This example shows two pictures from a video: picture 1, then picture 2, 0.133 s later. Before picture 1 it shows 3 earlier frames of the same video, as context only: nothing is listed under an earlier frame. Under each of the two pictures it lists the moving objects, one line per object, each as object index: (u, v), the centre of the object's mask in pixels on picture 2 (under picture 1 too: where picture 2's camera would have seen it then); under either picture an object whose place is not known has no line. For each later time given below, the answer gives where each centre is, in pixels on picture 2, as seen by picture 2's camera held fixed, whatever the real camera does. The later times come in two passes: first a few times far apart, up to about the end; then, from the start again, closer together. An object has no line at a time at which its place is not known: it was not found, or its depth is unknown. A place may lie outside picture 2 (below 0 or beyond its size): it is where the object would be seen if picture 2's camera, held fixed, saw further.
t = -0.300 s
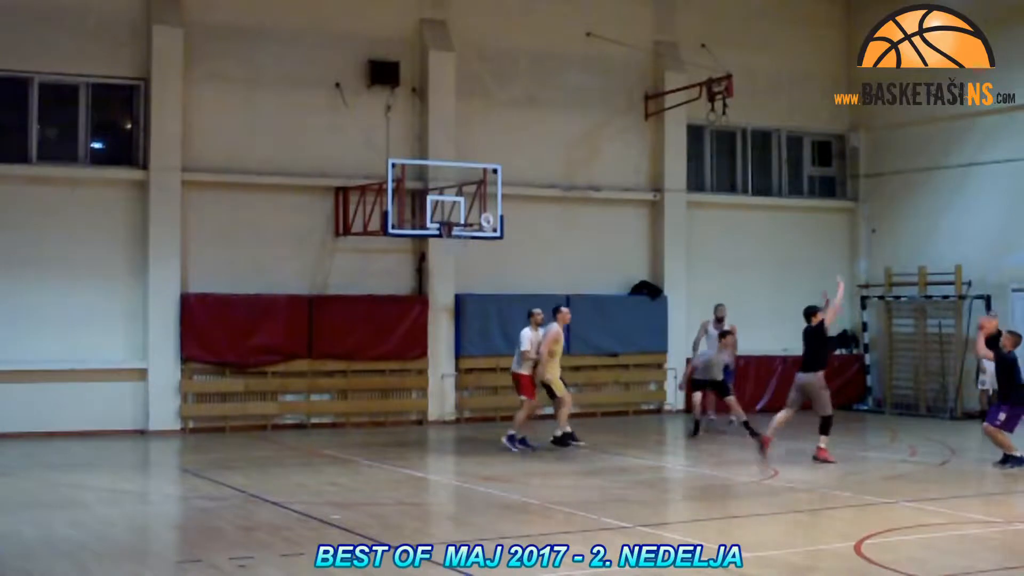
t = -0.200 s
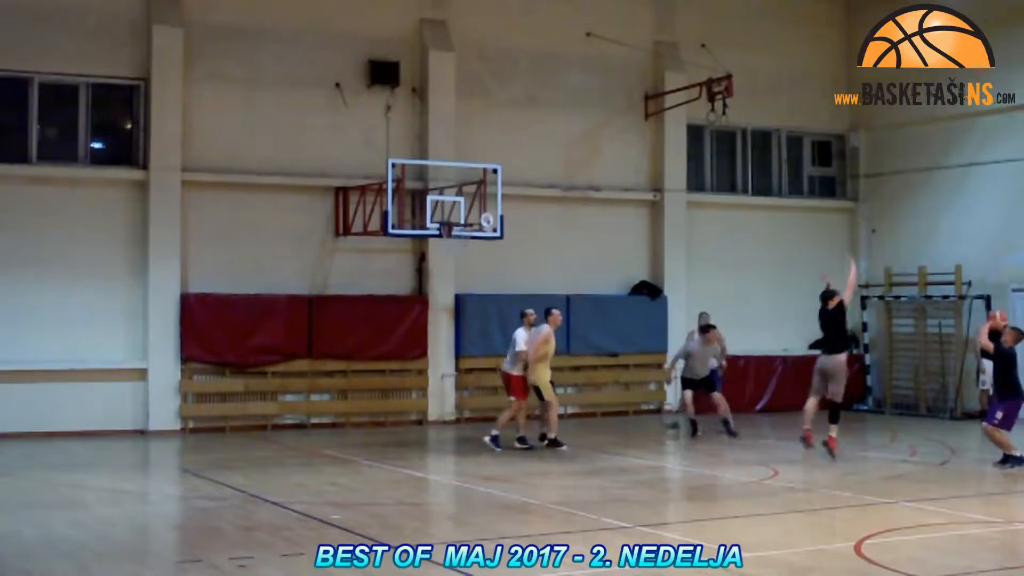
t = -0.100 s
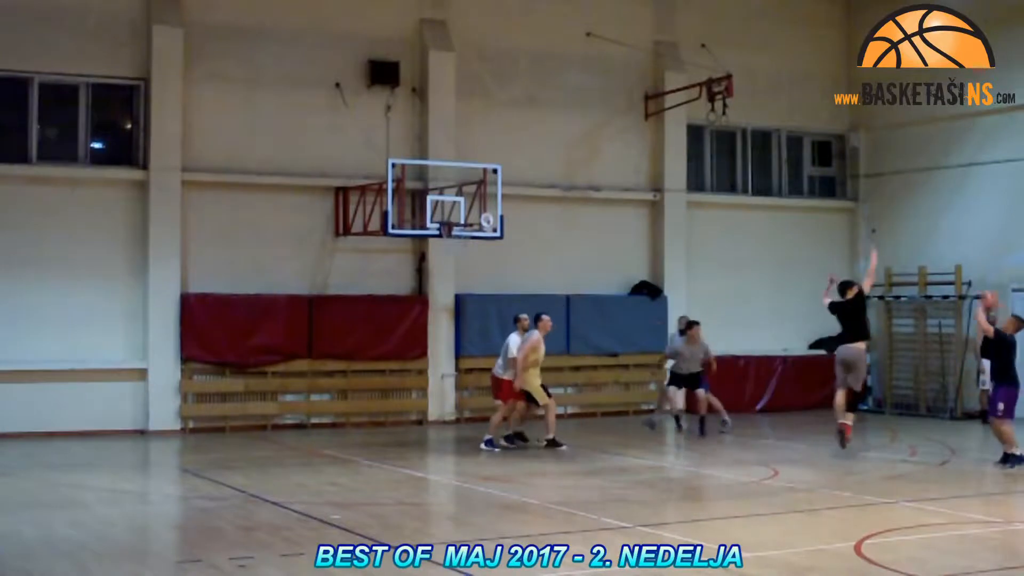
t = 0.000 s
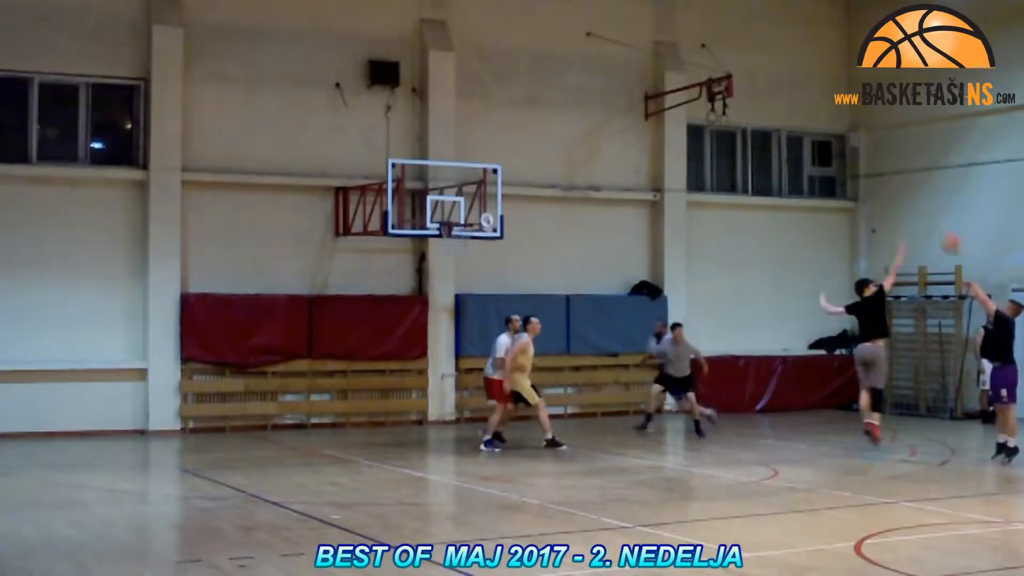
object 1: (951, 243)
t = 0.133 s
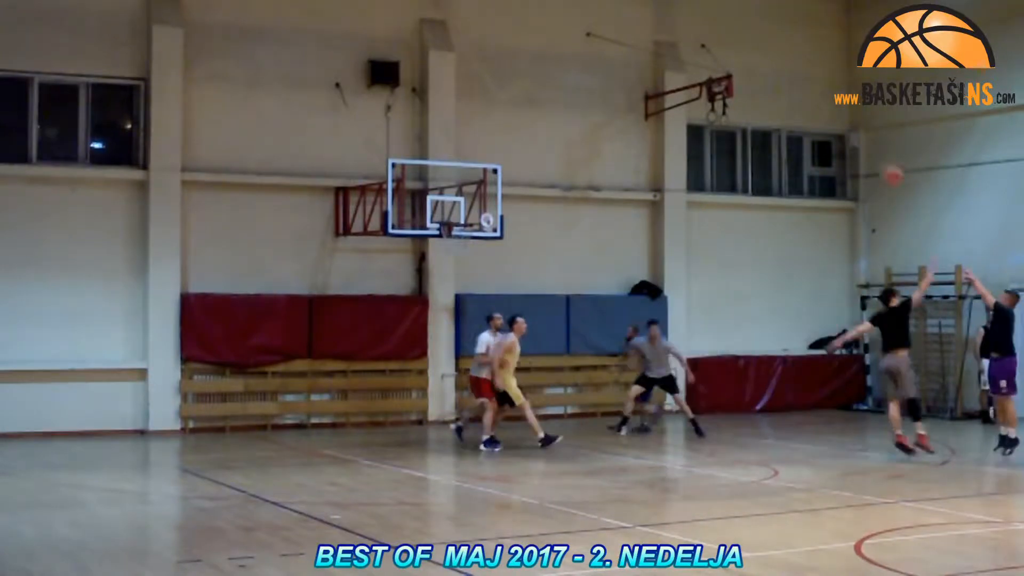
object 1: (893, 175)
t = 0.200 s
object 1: (862, 146)
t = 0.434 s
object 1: (767, 83)
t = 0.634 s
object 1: (691, 62)
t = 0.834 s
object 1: (622, 72)
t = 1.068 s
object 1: (547, 119)
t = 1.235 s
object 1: (496, 175)
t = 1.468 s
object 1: (443, 235)
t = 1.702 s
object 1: (451, 244)
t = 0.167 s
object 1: (877, 159)
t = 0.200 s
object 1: (862, 146)
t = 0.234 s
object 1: (850, 137)
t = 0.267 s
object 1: (838, 125)
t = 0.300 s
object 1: (821, 114)
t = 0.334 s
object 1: (809, 104)
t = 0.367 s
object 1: (796, 97)
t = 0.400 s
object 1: (783, 91)
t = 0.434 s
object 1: (767, 83)
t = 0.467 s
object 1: (754, 78)
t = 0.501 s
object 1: (743, 73)
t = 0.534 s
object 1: (729, 69)
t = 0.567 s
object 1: (717, 66)
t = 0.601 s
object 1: (705, 64)
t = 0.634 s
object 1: (691, 62)
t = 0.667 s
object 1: (679, 62)
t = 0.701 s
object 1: (667, 61)
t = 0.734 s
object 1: (655, 62)
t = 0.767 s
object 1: (644, 65)
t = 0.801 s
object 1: (633, 68)
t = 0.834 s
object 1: (622, 72)
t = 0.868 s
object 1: (611, 77)
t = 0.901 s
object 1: (600, 82)
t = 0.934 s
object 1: (589, 88)
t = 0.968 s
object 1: (578, 94)
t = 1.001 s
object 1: (567, 102)
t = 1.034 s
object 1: (557, 111)
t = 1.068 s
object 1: (547, 119)
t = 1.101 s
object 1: (537, 129)
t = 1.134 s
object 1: (527, 139)
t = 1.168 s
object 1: (517, 151)
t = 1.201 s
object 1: (508, 161)
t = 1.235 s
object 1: (496, 175)
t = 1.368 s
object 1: (459, 227)
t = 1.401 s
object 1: (452, 235)
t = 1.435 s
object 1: (445, 238)
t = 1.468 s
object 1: (443, 235)
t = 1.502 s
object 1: (443, 236)
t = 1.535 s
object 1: (444, 236)
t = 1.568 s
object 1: (445, 237)
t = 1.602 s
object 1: (446, 238)
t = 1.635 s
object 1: (448, 241)
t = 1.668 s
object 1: (449, 242)
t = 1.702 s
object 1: (451, 244)
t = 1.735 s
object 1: (453, 249)
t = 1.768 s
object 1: (455, 253)
